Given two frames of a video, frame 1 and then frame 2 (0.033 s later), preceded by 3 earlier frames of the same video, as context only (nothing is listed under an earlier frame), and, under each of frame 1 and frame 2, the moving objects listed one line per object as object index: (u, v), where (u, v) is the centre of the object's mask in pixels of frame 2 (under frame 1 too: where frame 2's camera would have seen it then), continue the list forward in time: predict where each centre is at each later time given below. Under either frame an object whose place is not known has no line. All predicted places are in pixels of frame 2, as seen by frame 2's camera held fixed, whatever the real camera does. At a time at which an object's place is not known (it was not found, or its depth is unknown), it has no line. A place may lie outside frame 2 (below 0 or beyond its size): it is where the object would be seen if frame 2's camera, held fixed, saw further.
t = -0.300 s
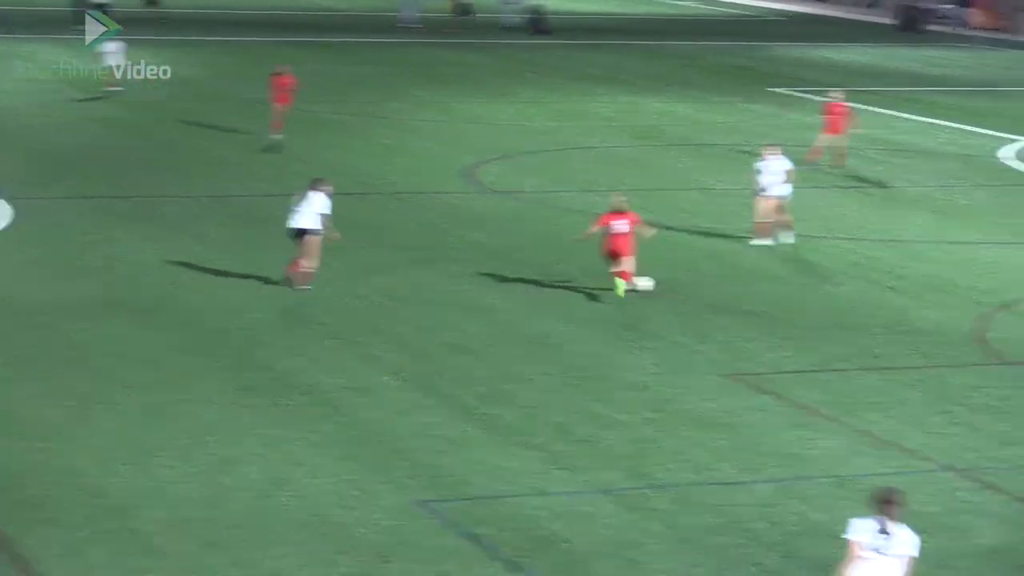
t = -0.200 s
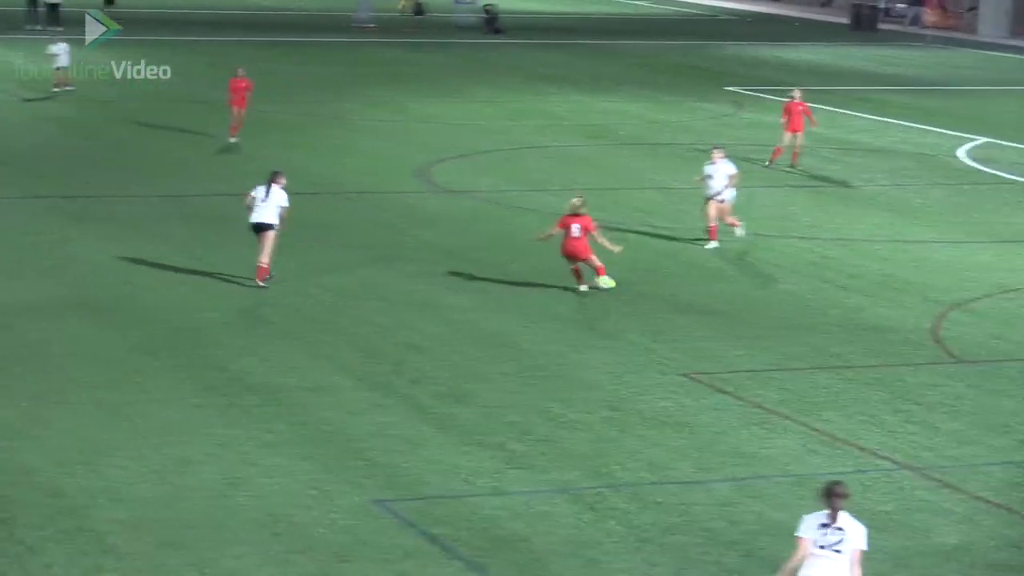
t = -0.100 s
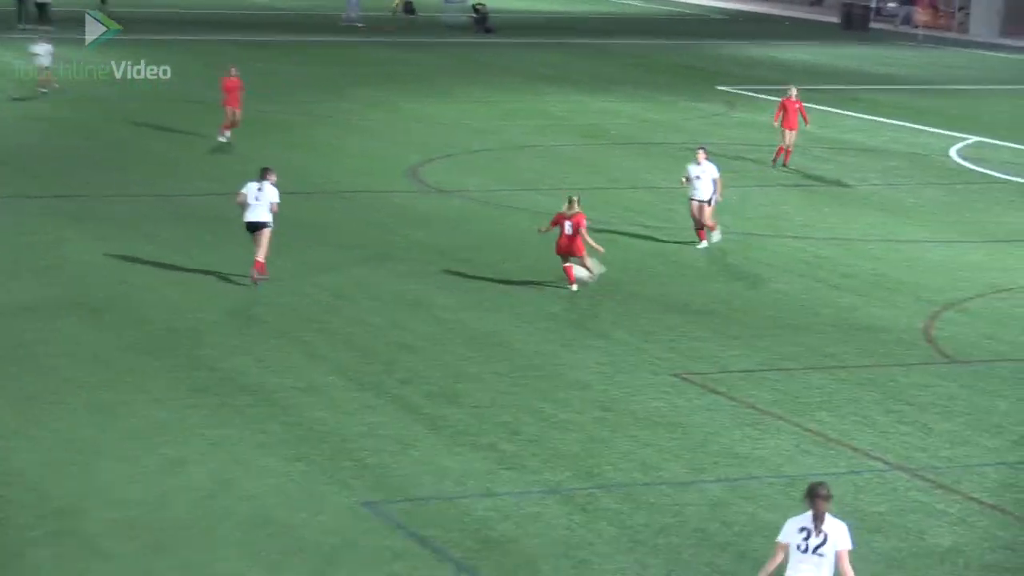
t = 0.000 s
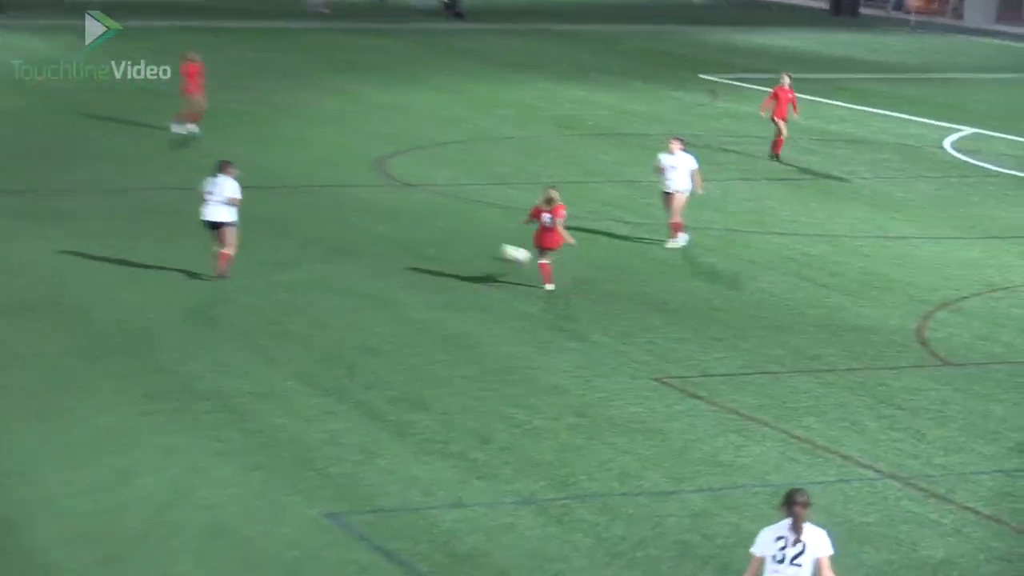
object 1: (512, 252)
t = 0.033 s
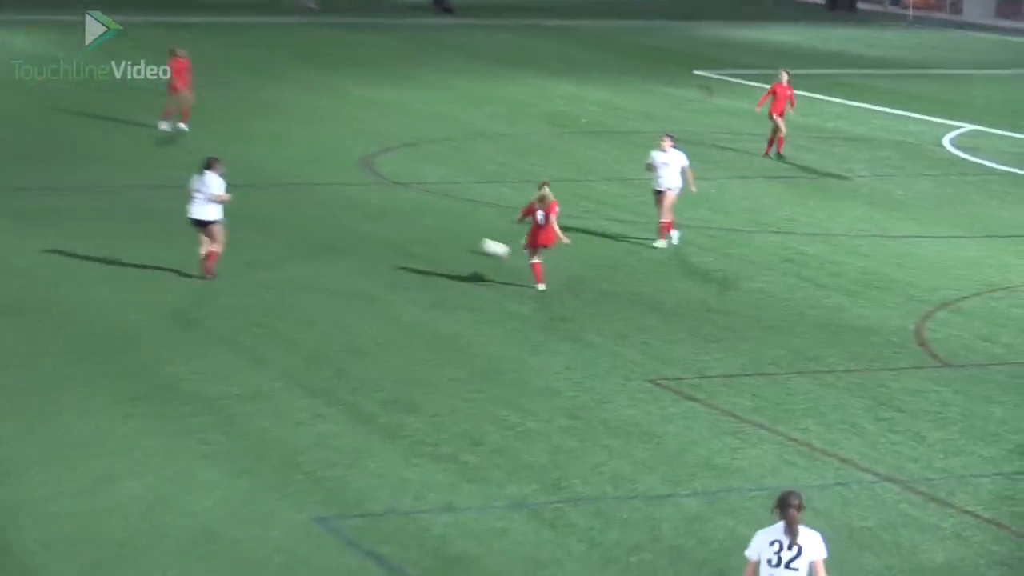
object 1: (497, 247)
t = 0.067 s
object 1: (483, 241)
